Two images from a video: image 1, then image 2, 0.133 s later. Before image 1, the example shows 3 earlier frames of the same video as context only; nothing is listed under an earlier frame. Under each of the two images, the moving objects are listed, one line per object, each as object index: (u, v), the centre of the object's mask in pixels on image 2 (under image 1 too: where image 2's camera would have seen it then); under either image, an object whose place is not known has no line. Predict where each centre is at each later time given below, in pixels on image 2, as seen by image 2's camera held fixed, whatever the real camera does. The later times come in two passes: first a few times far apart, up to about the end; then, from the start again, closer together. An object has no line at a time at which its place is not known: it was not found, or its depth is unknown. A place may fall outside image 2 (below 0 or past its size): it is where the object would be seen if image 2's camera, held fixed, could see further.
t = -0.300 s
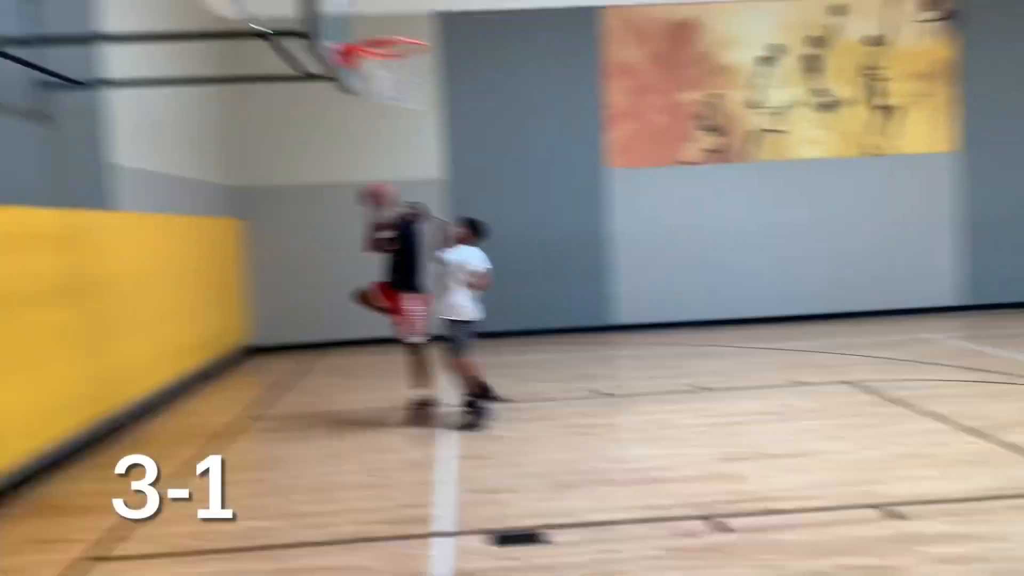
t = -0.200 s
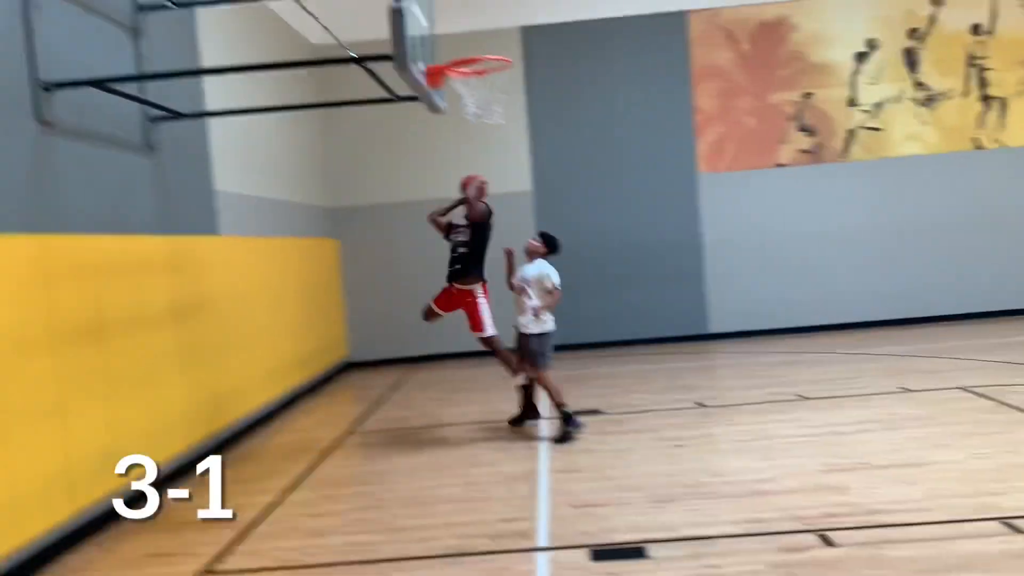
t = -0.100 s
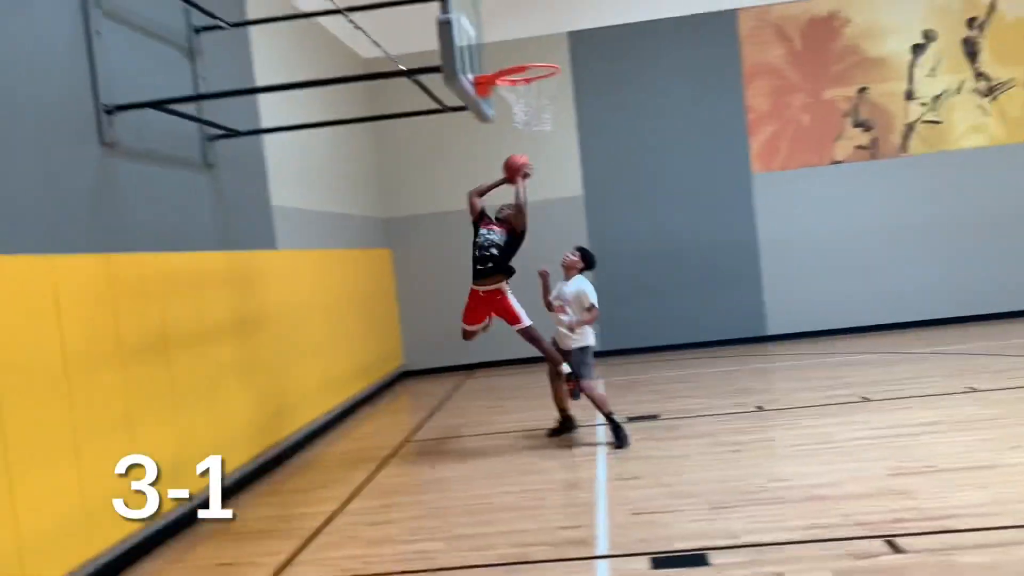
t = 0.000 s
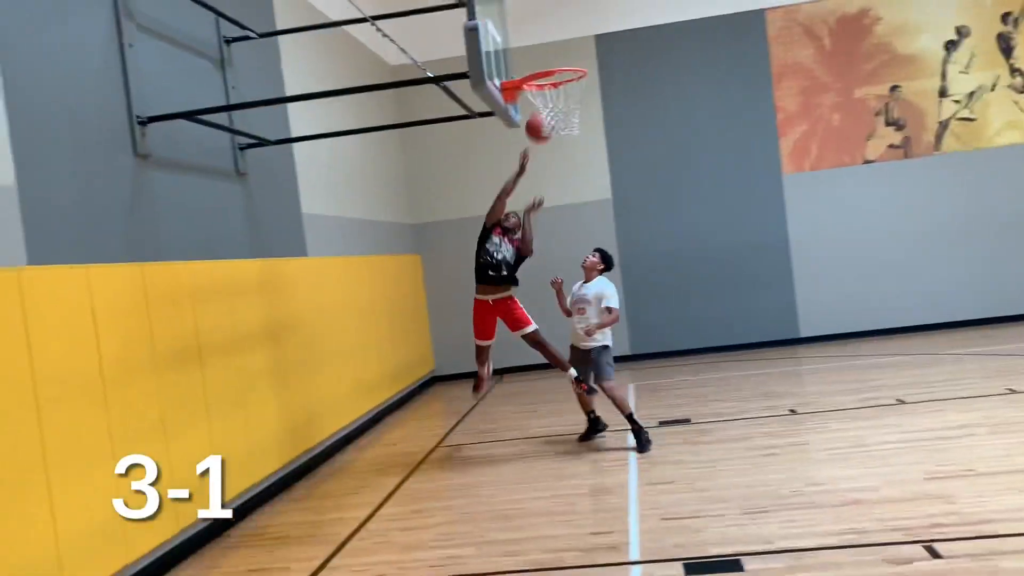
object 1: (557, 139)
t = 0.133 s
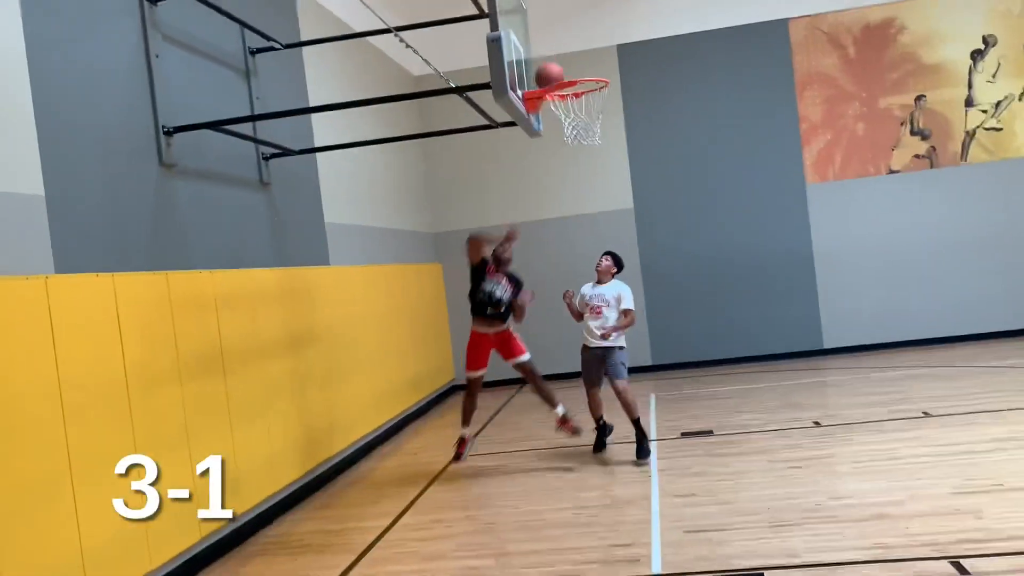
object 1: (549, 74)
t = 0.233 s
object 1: (542, 46)
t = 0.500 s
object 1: (529, 14)
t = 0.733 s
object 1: (534, 69)
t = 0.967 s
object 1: (548, 216)
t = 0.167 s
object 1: (547, 66)
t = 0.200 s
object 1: (544, 55)
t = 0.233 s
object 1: (542, 46)
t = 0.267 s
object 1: (539, 37)
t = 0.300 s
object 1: (537, 29)
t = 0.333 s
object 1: (535, 23)
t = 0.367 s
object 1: (533, 18)
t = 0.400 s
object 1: (531, 15)
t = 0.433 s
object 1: (530, 13)
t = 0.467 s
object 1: (530, 13)
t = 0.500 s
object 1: (529, 14)
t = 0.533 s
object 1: (530, 17)
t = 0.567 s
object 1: (530, 21)
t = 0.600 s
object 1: (530, 27)
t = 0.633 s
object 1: (531, 35)
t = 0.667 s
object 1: (532, 44)
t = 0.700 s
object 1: (533, 56)
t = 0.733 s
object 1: (534, 69)
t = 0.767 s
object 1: (535, 84)
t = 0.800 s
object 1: (537, 101)
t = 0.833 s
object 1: (538, 119)
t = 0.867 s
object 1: (541, 141)
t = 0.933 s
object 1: (545, 188)
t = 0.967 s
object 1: (548, 216)
